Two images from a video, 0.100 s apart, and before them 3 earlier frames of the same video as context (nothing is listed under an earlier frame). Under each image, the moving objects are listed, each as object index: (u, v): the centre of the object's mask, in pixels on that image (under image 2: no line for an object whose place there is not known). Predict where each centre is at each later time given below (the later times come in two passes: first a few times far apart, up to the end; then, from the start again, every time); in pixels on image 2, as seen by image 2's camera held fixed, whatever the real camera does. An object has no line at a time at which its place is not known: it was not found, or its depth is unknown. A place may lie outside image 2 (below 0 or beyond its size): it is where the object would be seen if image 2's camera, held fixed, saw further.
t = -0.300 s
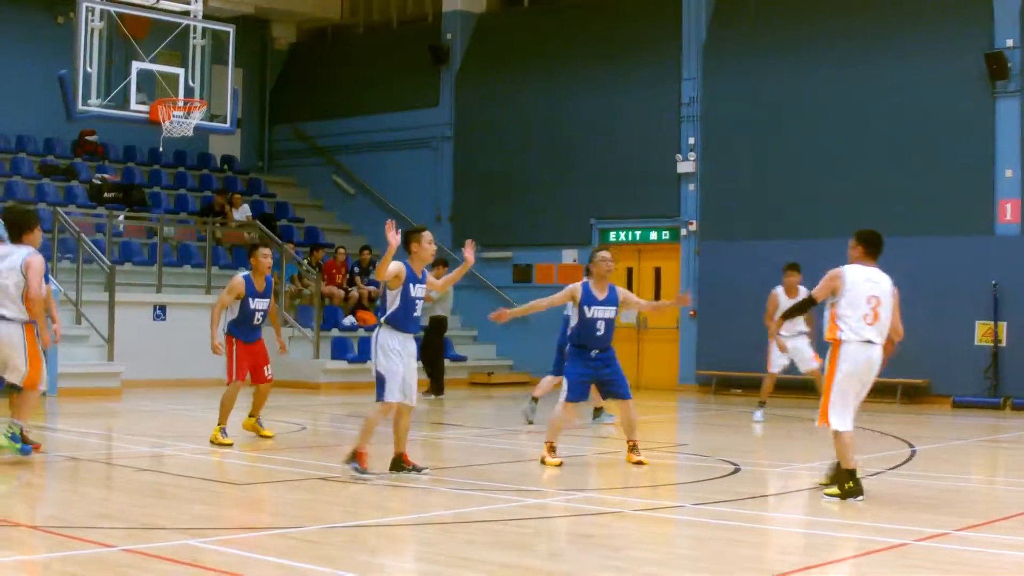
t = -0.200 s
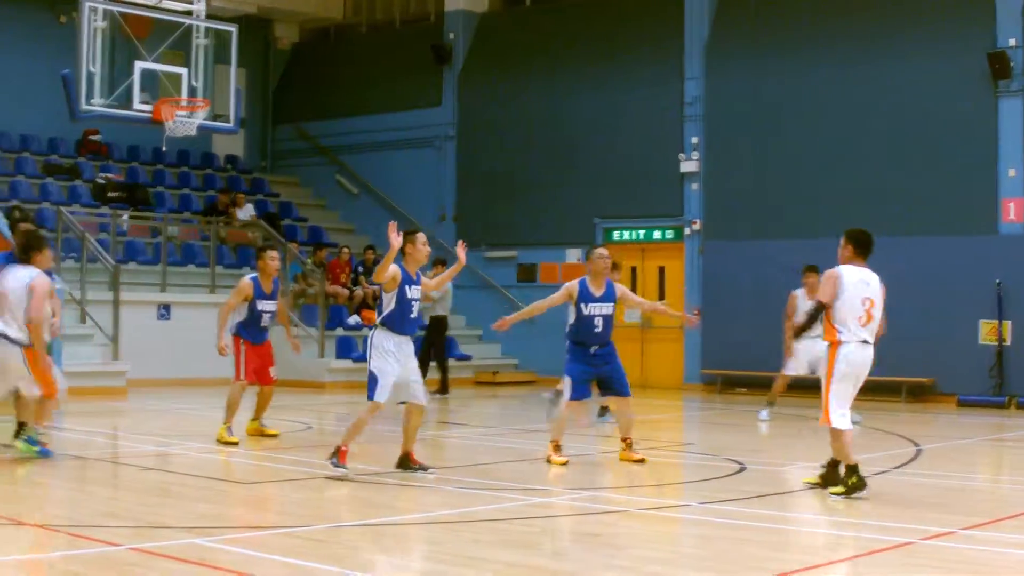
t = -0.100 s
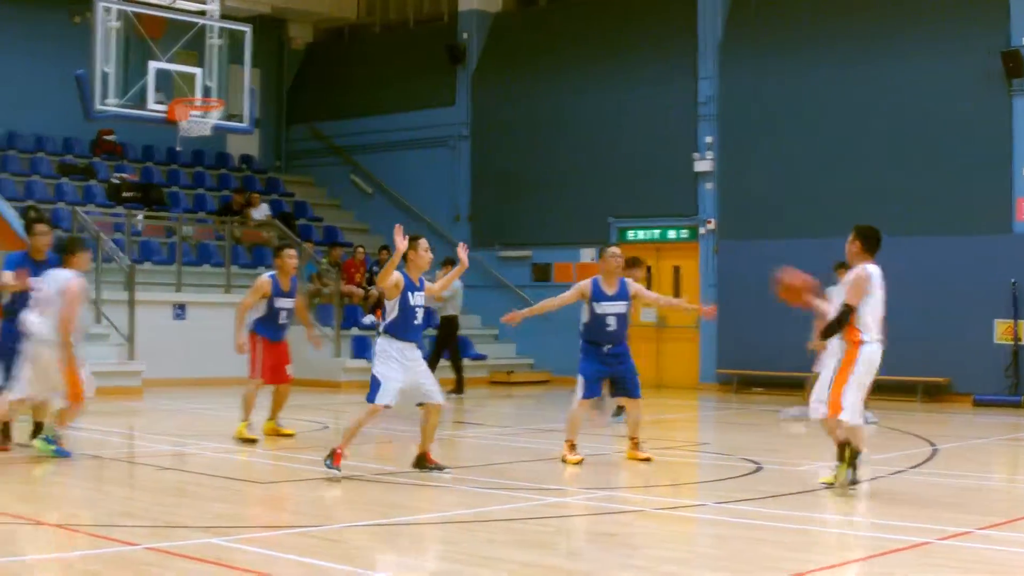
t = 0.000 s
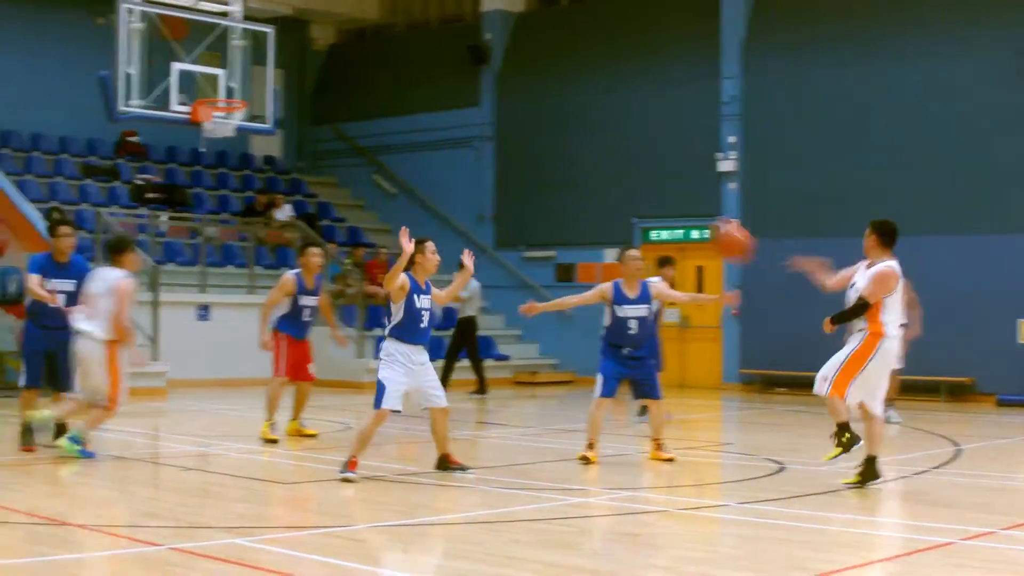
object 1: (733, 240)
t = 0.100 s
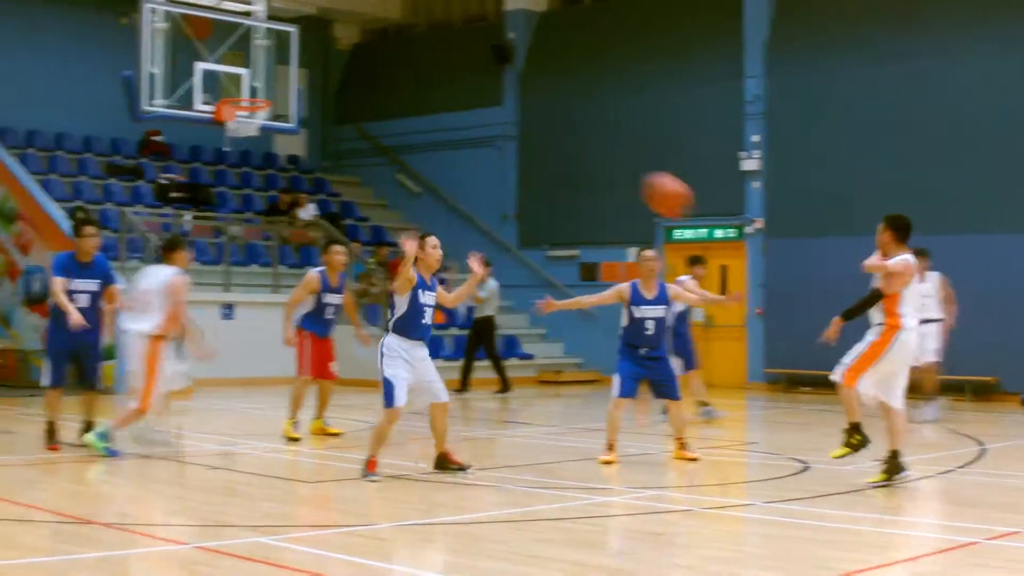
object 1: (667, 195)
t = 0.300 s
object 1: (457, 144)
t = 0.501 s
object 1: (181, 160)
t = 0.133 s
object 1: (635, 183)
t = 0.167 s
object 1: (602, 172)
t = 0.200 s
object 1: (567, 162)
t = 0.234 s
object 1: (533, 154)
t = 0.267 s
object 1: (497, 148)
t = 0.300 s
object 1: (457, 144)
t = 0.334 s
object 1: (416, 141)
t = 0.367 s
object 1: (373, 141)
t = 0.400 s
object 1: (332, 142)
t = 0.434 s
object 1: (284, 147)
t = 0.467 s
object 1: (231, 151)
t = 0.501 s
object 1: (181, 160)
